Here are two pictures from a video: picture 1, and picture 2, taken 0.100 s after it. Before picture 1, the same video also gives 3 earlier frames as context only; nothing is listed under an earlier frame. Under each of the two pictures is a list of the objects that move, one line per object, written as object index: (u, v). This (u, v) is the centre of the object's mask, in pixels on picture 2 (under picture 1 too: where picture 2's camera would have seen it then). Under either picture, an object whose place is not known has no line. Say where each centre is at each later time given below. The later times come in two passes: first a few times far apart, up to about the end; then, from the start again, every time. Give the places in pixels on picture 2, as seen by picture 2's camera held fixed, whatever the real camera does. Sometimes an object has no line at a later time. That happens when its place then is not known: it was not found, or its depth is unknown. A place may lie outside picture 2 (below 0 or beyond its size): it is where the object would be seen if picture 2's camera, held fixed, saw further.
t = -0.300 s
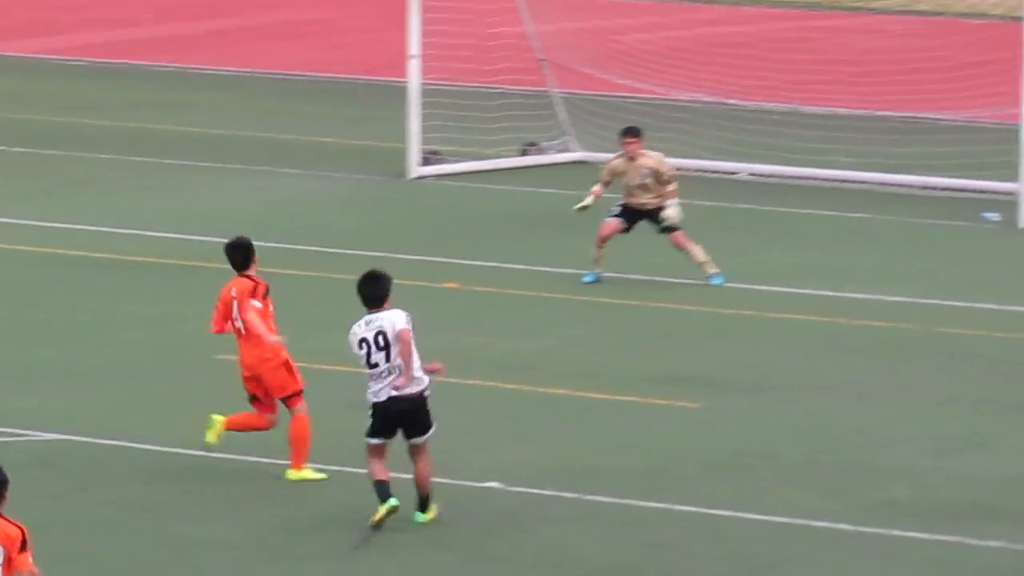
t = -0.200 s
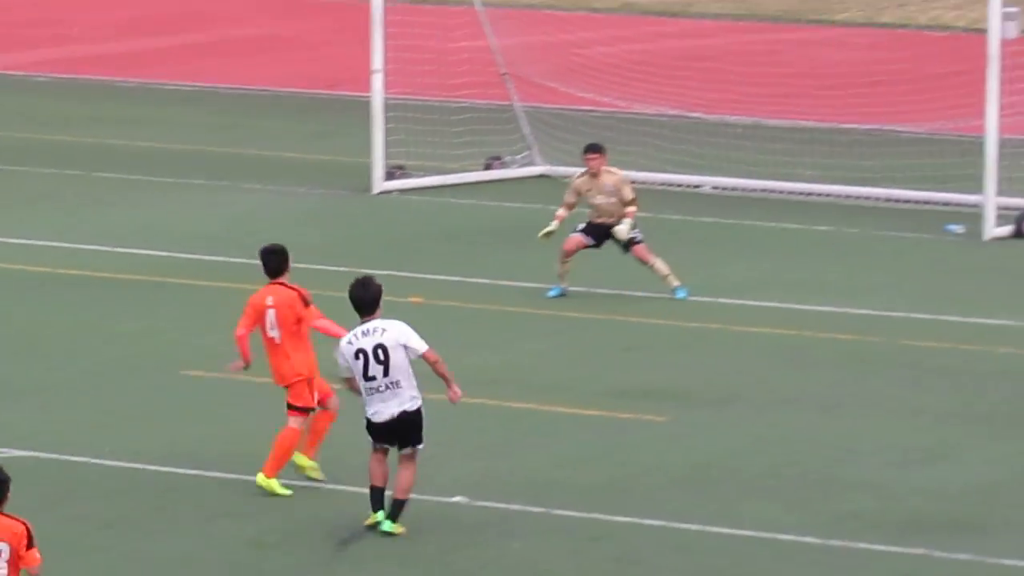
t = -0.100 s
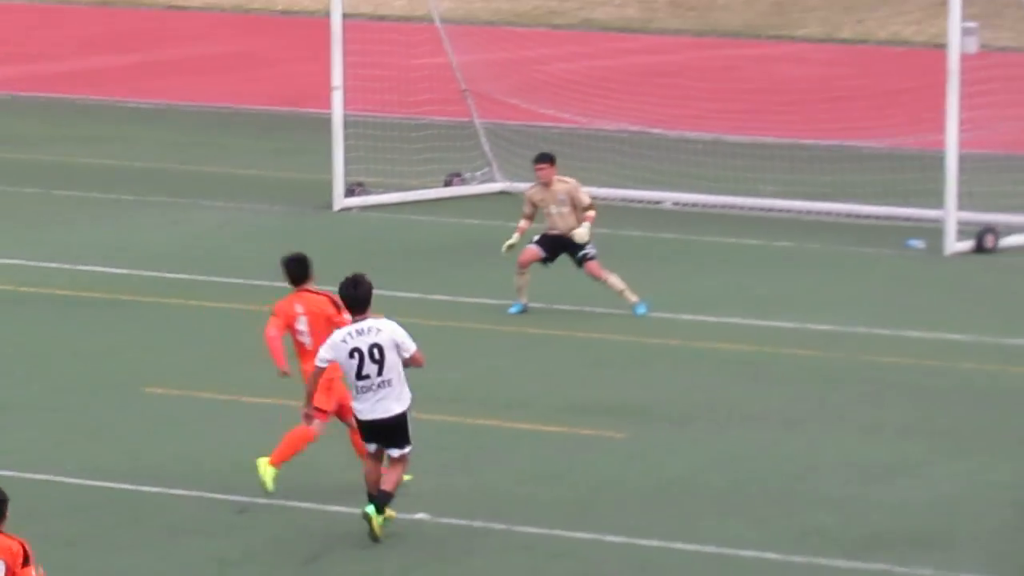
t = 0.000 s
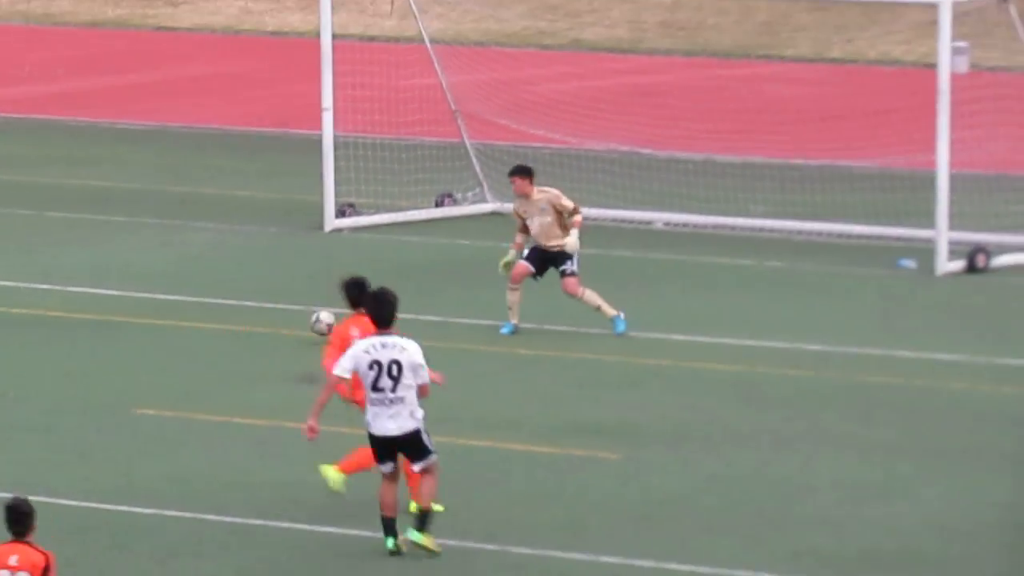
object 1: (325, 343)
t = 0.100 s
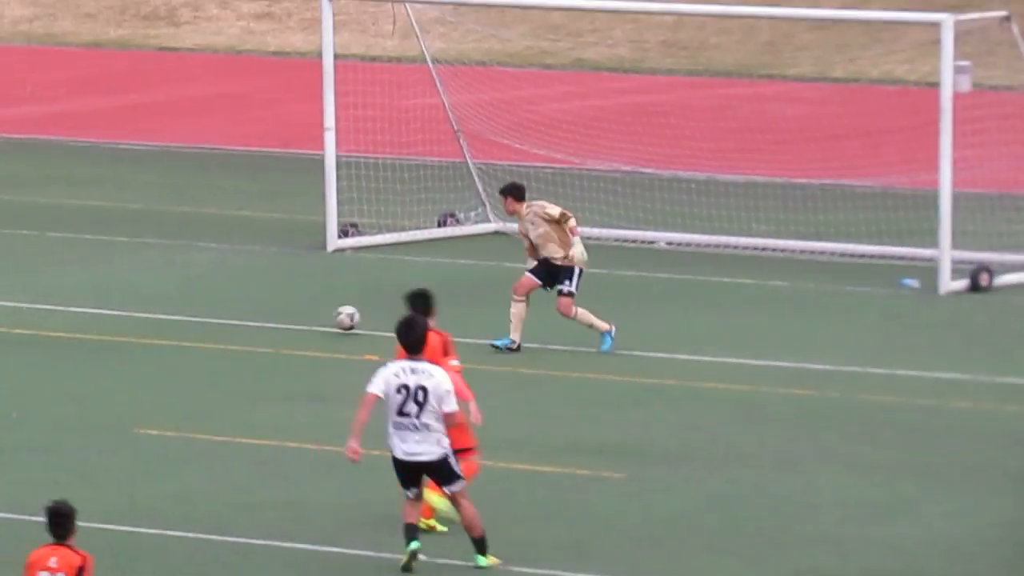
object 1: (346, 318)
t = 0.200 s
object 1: (374, 291)
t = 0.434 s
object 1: (445, 240)
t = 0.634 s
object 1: (525, 181)
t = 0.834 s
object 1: (581, 153)
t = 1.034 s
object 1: (630, 173)
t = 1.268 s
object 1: (691, 242)
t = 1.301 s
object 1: (693, 236)
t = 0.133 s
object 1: (356, 312)
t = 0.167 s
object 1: (364, 304)
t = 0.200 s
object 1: (374, 291)
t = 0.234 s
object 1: (383, 282)
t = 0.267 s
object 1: (392, 273)
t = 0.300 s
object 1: (402, 267)
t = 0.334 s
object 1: (413, 263)
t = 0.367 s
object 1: (424, 259)
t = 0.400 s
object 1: (434, 248)
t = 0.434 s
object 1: (445, 240)
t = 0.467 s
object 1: (455, 231)
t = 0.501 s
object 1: (464, 225)
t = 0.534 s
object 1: (476, 223)
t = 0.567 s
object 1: (482, 220)
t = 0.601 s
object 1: (515, 195)
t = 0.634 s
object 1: (525, 181)
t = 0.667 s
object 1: (535, 173)
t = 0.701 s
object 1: (546, 167)
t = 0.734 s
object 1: (555, 160)
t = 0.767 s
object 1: (564, 156)
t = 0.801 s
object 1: (572, 154)
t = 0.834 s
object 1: (581, 153)
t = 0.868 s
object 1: (589, 153)
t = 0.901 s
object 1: (597, 155)
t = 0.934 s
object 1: (605, 159)
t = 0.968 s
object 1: (614, 162)
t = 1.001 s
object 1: (621, 167)
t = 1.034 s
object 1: (630, 173)
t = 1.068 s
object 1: (637, 181)
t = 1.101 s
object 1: (646, 189)
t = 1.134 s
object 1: (654, 199)
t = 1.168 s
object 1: (663, 209)
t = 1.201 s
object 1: (672, 221)
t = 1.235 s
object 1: (681, 234)
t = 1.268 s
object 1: (691, 242)
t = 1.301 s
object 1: (693, 236)
